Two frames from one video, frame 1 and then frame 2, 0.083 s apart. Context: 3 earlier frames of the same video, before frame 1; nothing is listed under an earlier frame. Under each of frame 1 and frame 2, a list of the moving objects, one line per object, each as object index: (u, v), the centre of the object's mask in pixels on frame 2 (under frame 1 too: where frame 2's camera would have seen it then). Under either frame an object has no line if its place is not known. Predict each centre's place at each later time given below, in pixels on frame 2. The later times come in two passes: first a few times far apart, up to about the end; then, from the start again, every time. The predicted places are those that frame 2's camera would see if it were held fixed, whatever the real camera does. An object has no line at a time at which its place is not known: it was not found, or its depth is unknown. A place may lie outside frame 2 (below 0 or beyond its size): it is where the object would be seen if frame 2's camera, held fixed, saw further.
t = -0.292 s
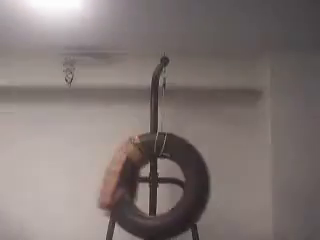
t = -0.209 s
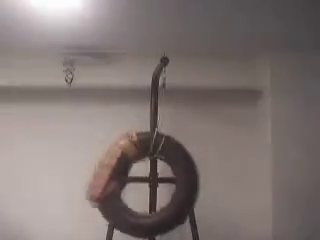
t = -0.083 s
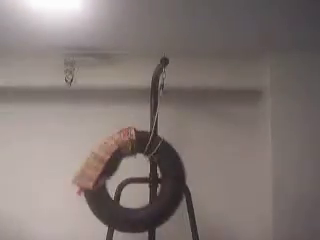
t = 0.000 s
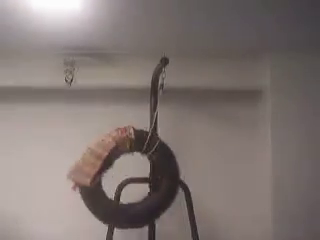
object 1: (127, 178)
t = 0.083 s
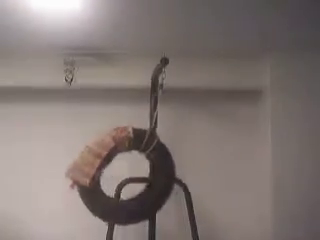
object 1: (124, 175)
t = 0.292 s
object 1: (125, 174)
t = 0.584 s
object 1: (153, 184)
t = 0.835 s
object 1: (187, 186)
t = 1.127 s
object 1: (208, 177)
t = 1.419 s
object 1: (186, 184)
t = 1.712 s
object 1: (144, 184)
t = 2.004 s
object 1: (127, 176)
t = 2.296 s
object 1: (140, 179)
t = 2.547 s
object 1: (167, 185)
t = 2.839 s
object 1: (198, 181)
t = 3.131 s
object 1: (199, 180)
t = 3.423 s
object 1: (168, 186)
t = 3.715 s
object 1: (136, 181)
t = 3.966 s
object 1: (130, 176)
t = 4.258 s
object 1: (148, 181)
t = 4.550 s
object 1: (180, 185)
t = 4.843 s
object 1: (201, 178)
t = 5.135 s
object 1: (191, 181)
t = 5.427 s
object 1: (150, 187)
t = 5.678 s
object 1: (130, 179)
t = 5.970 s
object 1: (129, 179)
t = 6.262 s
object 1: (152, 186)
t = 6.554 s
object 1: (183, 185)
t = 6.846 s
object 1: (190, 184)
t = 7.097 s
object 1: (173, 186)
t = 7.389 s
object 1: (145, 181)
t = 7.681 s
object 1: (132, 178)
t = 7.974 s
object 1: (141, 184)
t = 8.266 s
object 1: (168, 187)
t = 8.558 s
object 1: (189, 185)
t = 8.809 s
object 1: (183, 186)
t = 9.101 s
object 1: (160, 184)
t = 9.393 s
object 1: (137, 179)
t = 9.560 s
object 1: (132, 179)
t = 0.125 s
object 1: (123, 174)
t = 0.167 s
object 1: (122, 174)
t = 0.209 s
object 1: (123, 174)
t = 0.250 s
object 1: (123, 174)
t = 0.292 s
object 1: (125, 174)
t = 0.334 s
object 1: (127, 176)
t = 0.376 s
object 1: (130, 177)
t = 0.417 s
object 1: (133, 178)
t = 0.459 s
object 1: (137, 180)
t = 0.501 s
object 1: (142, 182)
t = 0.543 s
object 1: (147, 183)
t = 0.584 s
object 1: (153, 184)
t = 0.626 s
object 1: (158, 185)
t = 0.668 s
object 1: (164, 186)
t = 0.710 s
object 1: (171, 186)
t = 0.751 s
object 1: (176, 186)
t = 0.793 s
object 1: (181, 186)
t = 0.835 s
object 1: (187, 186)
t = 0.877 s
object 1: (192, 184)
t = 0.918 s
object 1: (195, 183)
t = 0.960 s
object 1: (199, 182)
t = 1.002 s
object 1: (203, 179)
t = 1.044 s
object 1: (206, 178)
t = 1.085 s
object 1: (207, 177)
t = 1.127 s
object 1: (208, 177)
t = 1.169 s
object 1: (208, 177)
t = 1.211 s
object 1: (206, 177)
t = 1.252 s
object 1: (203, 178)
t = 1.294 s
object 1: (200, 179)
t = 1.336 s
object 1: (196, 181)
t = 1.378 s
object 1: (191, 183)
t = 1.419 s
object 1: (186, 184)
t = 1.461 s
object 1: (179, 185)
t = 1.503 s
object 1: (173, 185)
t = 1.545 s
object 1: (166, 186)
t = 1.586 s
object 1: (160, 186)
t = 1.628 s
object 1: (154, 186)
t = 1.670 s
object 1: (149, 185)
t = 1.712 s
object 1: (144, 184)
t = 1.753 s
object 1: (139, 182)
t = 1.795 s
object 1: (136, 181)
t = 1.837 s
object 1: (133, 180)
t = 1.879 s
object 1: (130, 179)
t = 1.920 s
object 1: (129, 178)
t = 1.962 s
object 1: (128, 177)
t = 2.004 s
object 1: (127, 176)
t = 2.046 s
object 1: (128, 176)
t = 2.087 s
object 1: (128, 176)
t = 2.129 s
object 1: (130, 176)
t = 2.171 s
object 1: (131, 177)
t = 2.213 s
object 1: (134, 177)
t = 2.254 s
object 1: (137, 178)
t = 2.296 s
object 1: (140, 179)
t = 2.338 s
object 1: (144, 180)
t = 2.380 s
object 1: (148, 181)
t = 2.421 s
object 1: (152, 182)
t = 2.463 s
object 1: (157, 183)
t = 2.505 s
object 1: (162, 184)
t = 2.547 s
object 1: (167, 185)
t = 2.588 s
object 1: (171, 185)
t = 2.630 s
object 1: (177, 185)
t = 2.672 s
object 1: (181, 184)
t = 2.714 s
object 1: (186, 184)
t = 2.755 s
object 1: (191, 183)
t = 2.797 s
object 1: (195, 182)
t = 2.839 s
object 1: (198, 181)
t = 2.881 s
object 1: (200, 180)
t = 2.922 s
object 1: (202, 180)
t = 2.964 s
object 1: (203, 179)
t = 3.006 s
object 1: (203, 179)
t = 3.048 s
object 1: (202, 179)
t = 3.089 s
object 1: (201, 179)
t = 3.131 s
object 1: (199, 180)
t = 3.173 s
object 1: (196, 181)
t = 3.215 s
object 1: (193, 182)
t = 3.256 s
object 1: (188, 183)
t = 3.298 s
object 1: (184, 184)
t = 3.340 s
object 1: (179, 185)
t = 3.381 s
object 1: (174, 186)
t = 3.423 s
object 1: (168, 186)
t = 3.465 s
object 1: (163, 187)
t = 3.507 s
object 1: (157, 186)
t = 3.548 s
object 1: (152, 186)
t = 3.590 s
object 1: (148, 185)
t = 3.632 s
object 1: (143, 183)
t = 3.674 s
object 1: (139, 181)
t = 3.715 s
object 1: (136, 181)
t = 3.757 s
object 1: (134, 179)
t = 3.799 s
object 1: (132, 178)
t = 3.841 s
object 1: (131, 177)
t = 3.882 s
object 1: (130, 177)
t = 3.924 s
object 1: (130, 176)
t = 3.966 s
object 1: (130, 176)
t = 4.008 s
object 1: (131, 176)
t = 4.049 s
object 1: (133, 176)
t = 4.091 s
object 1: (135, 177)
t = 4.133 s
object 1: (137, 178)
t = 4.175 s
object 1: (140, 179)
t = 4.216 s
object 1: (144, 180)
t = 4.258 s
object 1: (148, 181)
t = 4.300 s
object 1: (152, 182)
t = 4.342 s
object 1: (156, 183)
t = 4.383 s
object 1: (161, 184)
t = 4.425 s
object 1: (166, 184)
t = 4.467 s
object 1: (171, 185)
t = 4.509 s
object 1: (175, 185)
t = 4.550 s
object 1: (180, 185)
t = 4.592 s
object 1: (185, 184)
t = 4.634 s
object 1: (189, 183)
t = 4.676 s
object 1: (192, 182)
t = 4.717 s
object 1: (195, 181)
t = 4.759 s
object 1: (198, 180)
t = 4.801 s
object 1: (200, 179)
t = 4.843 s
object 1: (201, 178)
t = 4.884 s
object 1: (202, 178)
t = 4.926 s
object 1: (202, 178)
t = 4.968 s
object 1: (201, 178)
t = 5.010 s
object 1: (200, 178)
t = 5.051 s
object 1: (197, 179)
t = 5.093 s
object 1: (194, 180)
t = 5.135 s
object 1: (191, 181)
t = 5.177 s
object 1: (185, 182)
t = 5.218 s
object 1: (179, 184)
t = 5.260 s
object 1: (172, 185)
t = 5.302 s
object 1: (167, 187)
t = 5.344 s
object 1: (161, 188)
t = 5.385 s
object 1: (154, 187)
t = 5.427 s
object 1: (150, 187)
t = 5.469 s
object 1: (145, 186)
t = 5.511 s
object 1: (141, 185)
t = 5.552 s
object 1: (138, 184)
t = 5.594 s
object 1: (134, 182)
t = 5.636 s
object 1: (132, 181)
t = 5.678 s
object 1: (130, 179)
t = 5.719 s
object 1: (129, 178)
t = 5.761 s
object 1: (129, 178)
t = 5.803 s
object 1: (128, 177)
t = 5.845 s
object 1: (128, 177)
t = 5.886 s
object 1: (128, 178)
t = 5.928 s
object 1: (129, 178)
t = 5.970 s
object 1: (129, 179)
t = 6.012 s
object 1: (131, 180)
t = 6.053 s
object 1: (133, 181)
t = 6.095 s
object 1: (136, 182)
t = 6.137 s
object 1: (140, 183)
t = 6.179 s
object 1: (144, 185)
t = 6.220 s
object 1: (148, 186)
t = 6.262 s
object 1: (152, 186)
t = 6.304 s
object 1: (157, 187)
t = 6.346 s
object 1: (162, 187)
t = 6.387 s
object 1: (167, 187)
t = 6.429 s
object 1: (170, 186)
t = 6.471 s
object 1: (176, 187)
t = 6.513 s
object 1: (180, 186)
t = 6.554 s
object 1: (183, 185)
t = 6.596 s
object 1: (186, 185)
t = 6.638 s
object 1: (188, 184)
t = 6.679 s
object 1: (189, 184)
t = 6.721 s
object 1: (190, 184)
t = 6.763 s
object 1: (191, 184)
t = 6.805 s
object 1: (191, 184)
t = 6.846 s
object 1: (190, 184)
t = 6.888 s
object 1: (188, 184)
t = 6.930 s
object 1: (187, 185)
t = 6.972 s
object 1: (184, 186)
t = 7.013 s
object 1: (181, 186)
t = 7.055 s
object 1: (177, 186)
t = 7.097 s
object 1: (173, 186)
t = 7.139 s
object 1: (170, 186)
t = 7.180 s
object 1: (165, 186)
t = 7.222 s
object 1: (161, 185)
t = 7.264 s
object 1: (157, 184)
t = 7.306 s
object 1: (153, 183)
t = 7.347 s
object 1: (149, 183)
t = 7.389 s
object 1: (145, 181)
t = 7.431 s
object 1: (142, 181)
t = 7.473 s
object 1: (139, 179)
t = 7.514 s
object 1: (137, 179)
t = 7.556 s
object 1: (135, 178)
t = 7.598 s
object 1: (134, 178)
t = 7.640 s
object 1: (132, 178)
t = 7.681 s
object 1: (132, 178)
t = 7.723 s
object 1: (132, 178)
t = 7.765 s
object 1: (132, 178)
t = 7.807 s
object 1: (133, 179)
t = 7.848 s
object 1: (134, 180)
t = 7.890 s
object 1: (137, 181)
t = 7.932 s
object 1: (139, 183)
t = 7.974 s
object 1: (141, 184)
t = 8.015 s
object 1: (144, 185)
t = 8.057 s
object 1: (148, 186)
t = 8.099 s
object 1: (152, 186)
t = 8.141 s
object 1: (156, 187)
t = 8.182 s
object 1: (160, 187)
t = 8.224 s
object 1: (164, 187)
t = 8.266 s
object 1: (168, 187)
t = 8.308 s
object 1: (173, 186)
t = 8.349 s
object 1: (177, 186)
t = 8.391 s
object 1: (181, 186)
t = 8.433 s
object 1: (183, 185)
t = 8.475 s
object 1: (186, 185)
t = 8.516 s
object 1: (187, 185)
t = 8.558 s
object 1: (189, 185)
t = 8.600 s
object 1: (189, 184)
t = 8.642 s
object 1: (189, 185)
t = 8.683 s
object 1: (188, 185)
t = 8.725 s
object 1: (187, 185)
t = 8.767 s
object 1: (186, 185)
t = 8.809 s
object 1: (183, 186)
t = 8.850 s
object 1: (181, 186)
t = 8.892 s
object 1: (178, 186)
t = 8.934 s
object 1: (174, 186)
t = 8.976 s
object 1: (171, 186)
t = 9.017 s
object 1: (166, 185)
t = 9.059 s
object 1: (162, 185)
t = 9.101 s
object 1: (160, 184)
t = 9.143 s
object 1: (155, 184)
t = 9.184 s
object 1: (152, 183)
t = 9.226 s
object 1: (148, 182)
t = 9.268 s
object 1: (144, 181)
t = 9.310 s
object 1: (141, 180)
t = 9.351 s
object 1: (138, 180)
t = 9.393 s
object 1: (137, 179)
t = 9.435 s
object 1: (135, 179)
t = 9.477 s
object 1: (134, 179)
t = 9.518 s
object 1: (133, 179)
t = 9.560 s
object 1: (132, 179)
